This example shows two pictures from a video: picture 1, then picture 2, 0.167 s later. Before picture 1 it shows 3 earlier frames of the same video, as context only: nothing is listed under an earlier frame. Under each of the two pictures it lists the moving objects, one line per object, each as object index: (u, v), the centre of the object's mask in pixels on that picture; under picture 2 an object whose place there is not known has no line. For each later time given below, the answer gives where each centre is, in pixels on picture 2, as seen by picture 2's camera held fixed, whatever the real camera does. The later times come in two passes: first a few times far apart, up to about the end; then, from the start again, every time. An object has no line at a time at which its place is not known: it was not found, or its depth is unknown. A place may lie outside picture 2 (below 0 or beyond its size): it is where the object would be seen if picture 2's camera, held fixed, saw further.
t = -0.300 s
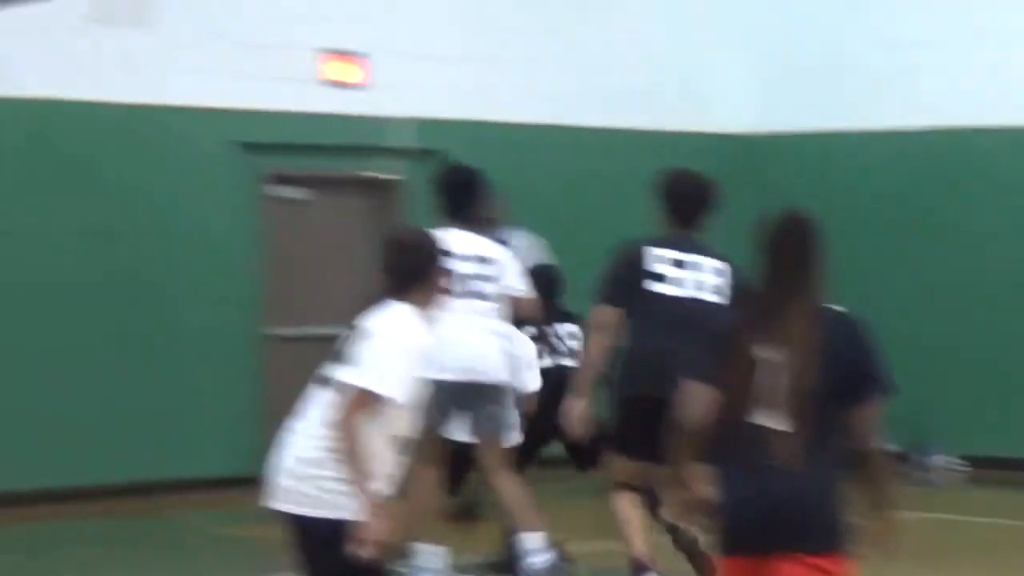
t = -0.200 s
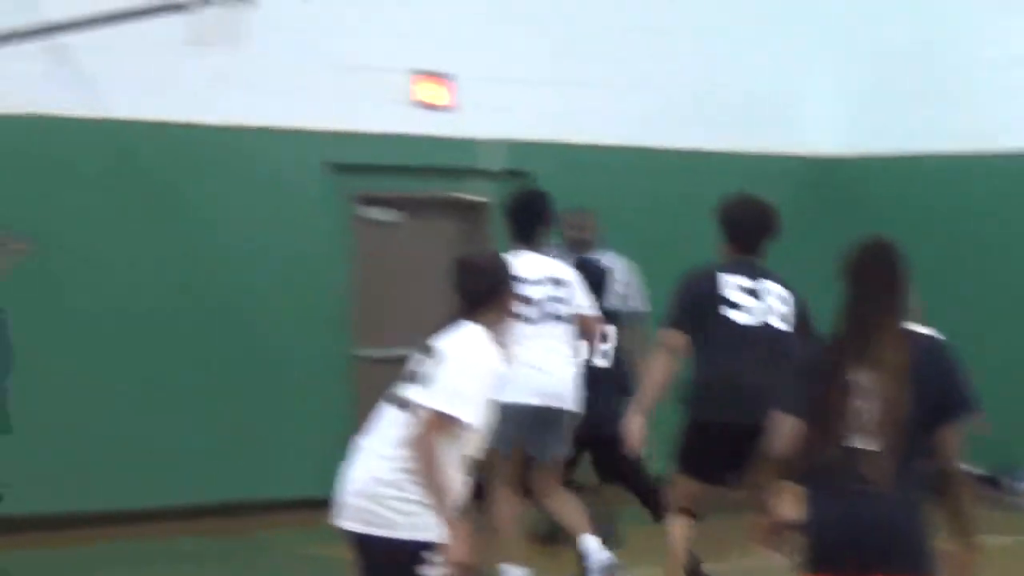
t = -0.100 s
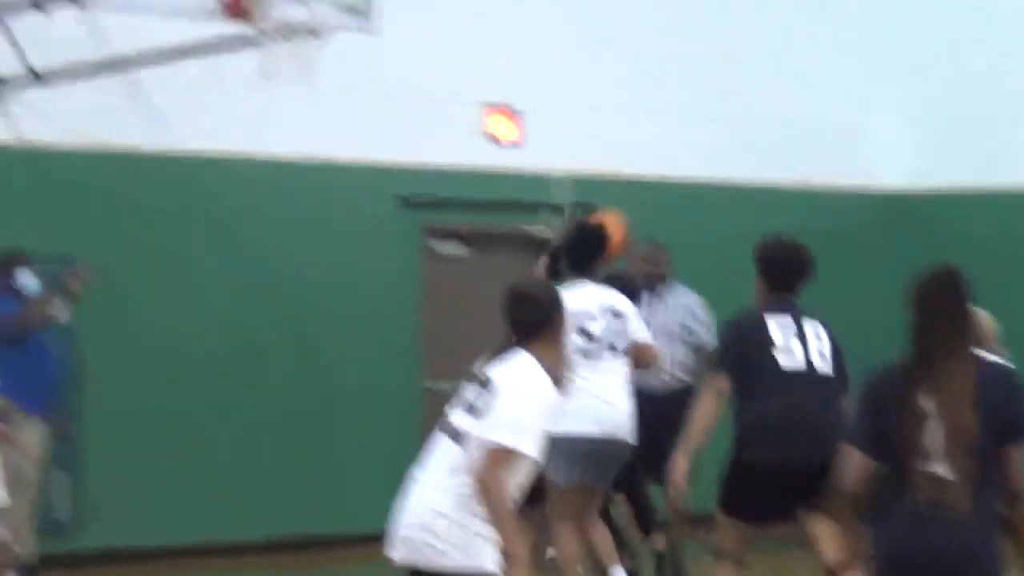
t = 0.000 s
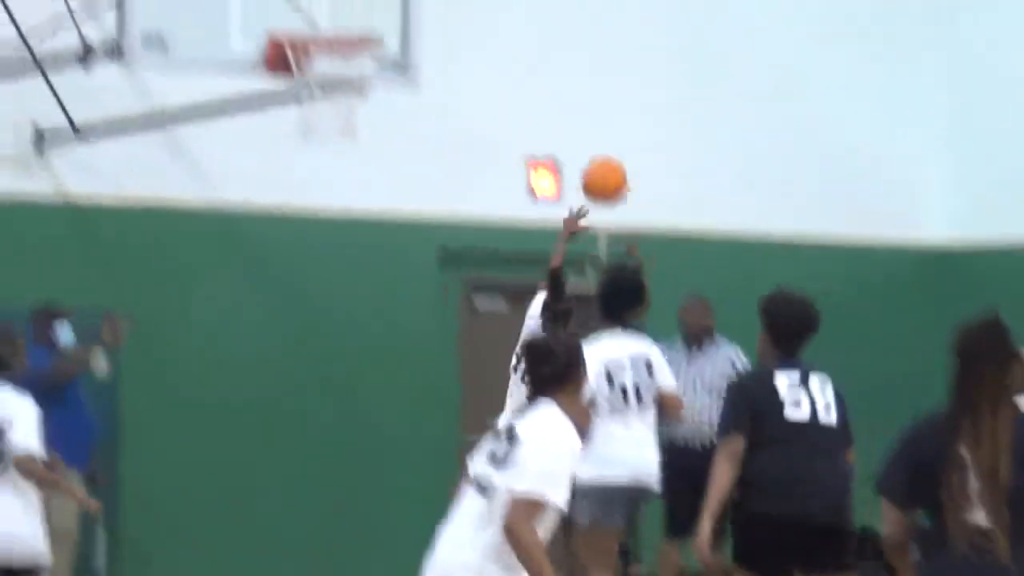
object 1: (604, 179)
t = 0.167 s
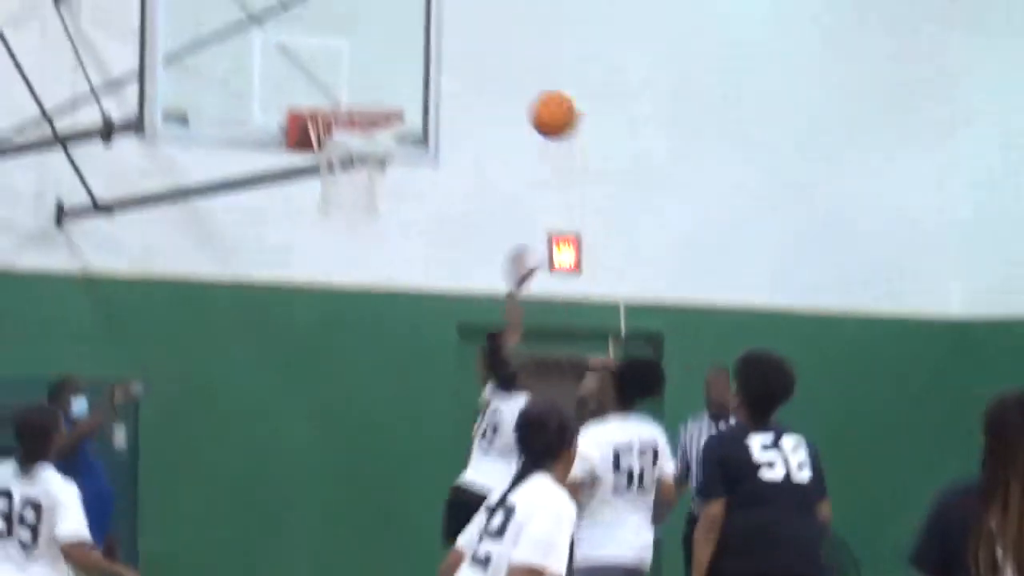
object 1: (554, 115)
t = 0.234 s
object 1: (526, 74)
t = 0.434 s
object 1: (441, 6)
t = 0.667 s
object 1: (339, 25)
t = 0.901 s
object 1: (275, 73)
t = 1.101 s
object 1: (222, 63)
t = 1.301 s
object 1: (177, 131)
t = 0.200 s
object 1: (540, 93)
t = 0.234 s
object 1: (526, 74)
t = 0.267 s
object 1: (511, 57)
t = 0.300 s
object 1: (497, 42)
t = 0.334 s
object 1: (483, 30)
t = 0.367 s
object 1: (470, 19)
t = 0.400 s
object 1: (455, 11)
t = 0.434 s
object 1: (441, 6)
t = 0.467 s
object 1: (427, 2)
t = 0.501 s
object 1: (412, 0)
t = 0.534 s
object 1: (397, 0)
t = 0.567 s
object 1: (383, 3)
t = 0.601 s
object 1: (369, 8)
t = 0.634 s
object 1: (354, 15)
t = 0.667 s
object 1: (339, 25)
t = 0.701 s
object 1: (324, 37)
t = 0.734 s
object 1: (309, 51)
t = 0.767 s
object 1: (296, 67)
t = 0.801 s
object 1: (294, 79)
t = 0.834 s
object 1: (291, 92)
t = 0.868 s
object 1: (284, 83)
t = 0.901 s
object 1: (275, 73)
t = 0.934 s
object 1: (266, 67)
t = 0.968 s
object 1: (258, 61)
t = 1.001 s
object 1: (249, 58)
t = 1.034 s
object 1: (239, 57)
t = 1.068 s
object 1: (231, 59)
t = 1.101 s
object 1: (222, 63)
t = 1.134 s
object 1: (213, 69)
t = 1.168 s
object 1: (204, 77)
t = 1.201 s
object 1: (198, 88)
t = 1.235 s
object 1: (189, 101)
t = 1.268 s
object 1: (182, 114)
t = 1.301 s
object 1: (177, 131)
